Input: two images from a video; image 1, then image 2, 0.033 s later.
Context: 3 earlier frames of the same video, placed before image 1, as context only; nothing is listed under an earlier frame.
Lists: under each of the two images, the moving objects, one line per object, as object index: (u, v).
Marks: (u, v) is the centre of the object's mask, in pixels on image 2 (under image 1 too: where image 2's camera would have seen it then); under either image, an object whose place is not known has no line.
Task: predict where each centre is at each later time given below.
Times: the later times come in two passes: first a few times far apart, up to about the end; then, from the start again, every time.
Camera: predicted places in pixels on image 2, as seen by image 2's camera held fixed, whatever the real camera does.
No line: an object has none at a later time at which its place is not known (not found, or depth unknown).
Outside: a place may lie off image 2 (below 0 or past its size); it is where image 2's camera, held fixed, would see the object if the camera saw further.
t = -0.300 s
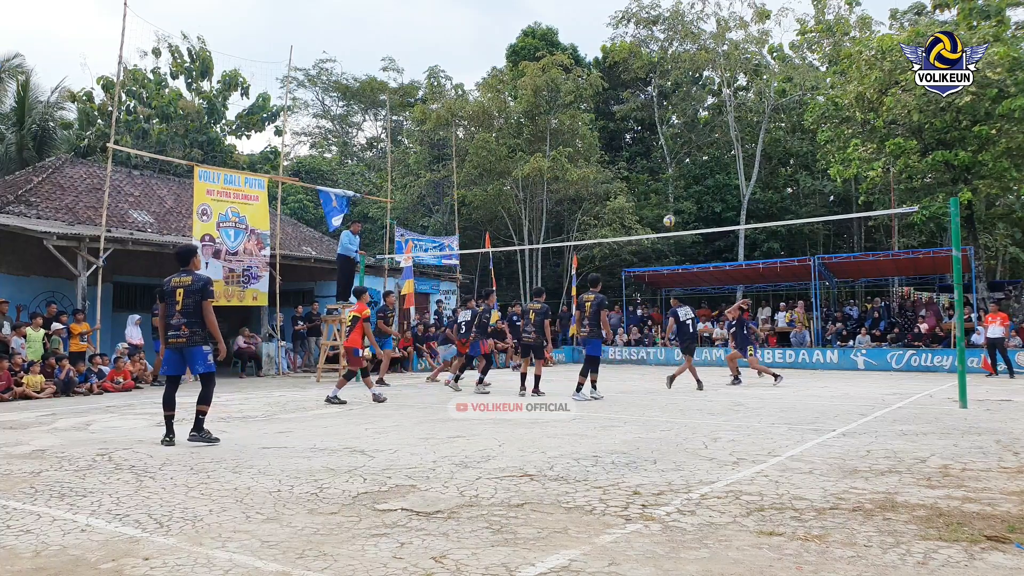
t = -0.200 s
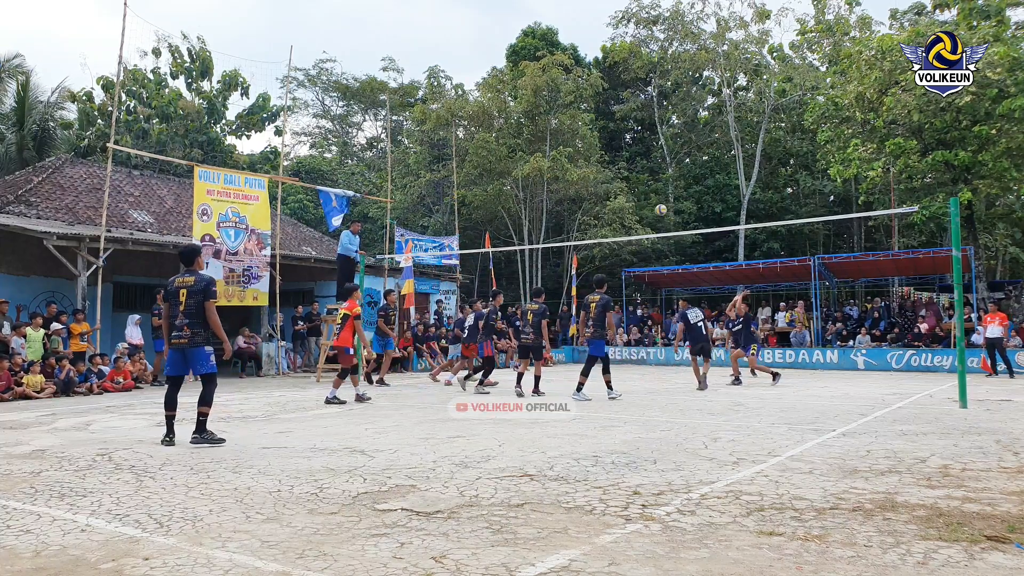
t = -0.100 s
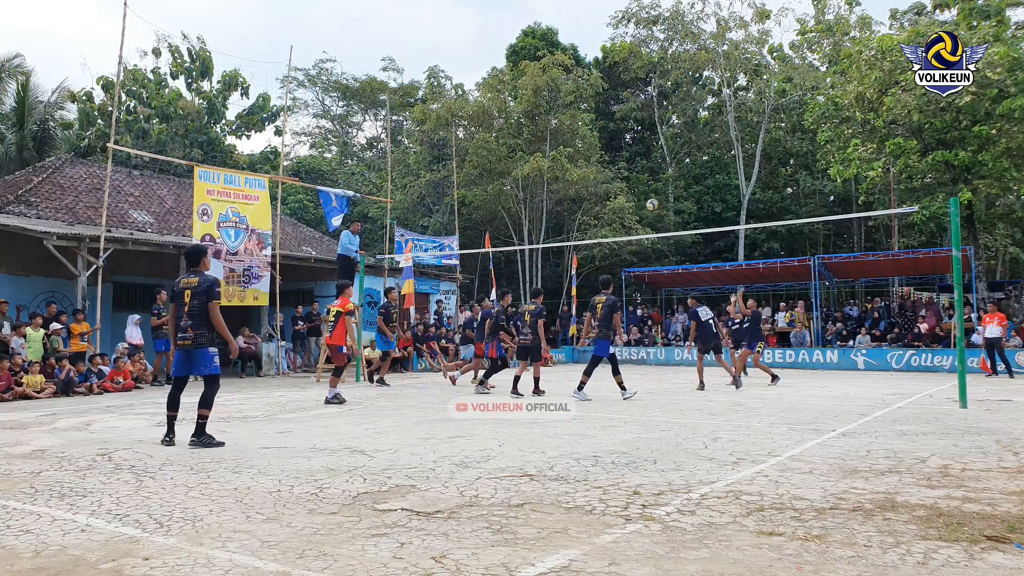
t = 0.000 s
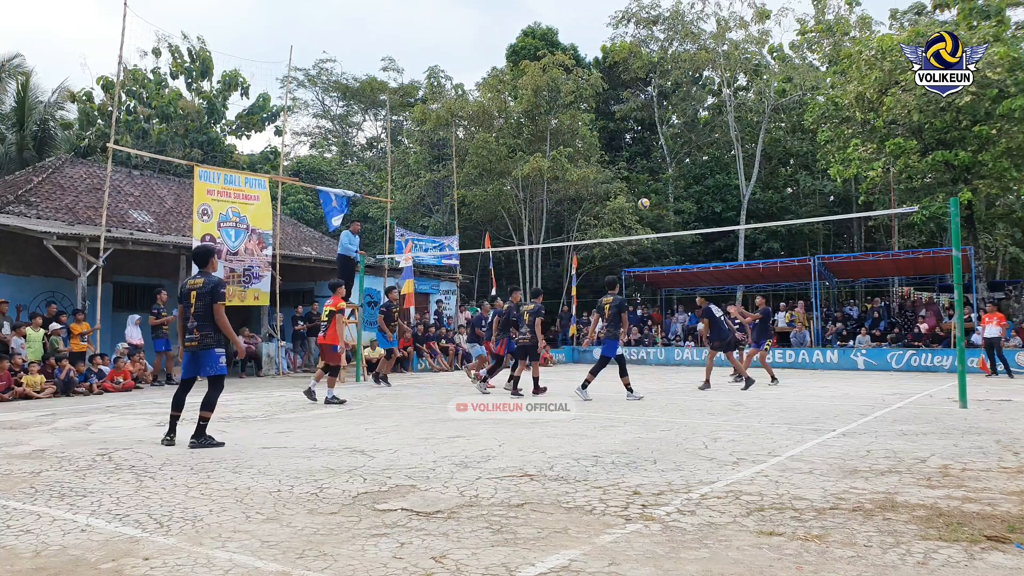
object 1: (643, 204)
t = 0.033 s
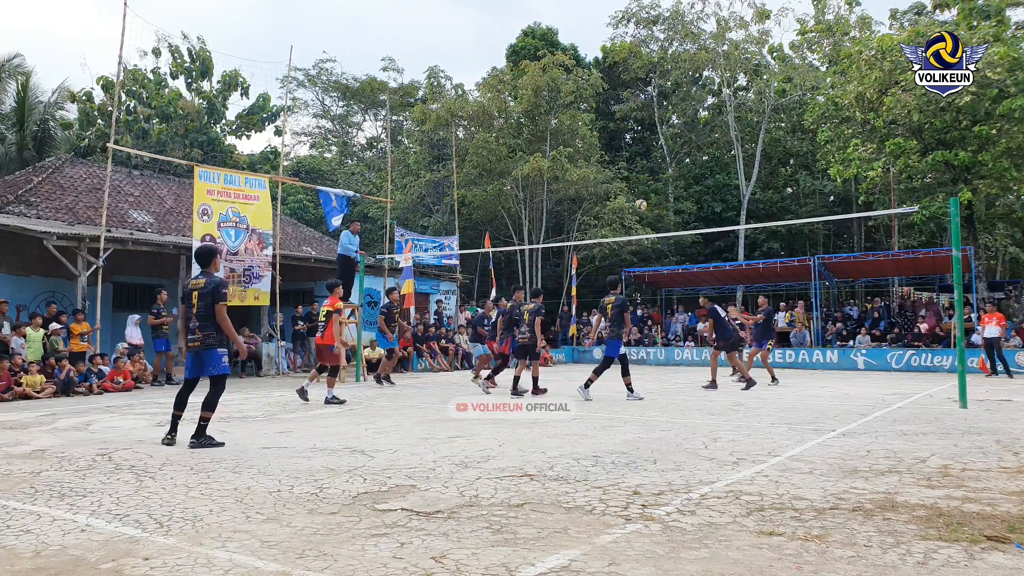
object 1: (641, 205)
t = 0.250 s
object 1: (622, 226)
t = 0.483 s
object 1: (600, 277)
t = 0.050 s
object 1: (639, 206)
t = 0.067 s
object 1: (638, 207)
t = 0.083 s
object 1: (636, 208)
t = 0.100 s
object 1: (635, 209)
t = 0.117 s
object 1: (634, 210)
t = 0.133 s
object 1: (632, 212)
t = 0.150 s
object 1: (630, 213)
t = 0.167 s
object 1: (629, 215)
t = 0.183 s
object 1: (627, 216)
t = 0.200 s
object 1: (626, 219)
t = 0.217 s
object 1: (625, 221)
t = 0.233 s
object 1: (623, 223)
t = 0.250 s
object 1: (622, 226)
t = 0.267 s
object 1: (620, 229)
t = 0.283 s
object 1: (619, 231)
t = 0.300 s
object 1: (617, 233)
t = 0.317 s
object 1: (616, 235)
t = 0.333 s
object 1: (614, 242)
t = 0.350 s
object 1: (613, 245)
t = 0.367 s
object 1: (611, 248)
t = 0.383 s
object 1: (610, 251)
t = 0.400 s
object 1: (608, 255)
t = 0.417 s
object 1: (607, 259)
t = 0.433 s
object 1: (605, 263)
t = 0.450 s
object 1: (604, 267)
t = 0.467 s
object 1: (602, 272)
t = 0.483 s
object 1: (600, 277)
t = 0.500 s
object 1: (599, 281)
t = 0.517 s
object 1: (597, 286)
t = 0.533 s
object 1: (596, 291)
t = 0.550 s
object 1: (594, 296)
